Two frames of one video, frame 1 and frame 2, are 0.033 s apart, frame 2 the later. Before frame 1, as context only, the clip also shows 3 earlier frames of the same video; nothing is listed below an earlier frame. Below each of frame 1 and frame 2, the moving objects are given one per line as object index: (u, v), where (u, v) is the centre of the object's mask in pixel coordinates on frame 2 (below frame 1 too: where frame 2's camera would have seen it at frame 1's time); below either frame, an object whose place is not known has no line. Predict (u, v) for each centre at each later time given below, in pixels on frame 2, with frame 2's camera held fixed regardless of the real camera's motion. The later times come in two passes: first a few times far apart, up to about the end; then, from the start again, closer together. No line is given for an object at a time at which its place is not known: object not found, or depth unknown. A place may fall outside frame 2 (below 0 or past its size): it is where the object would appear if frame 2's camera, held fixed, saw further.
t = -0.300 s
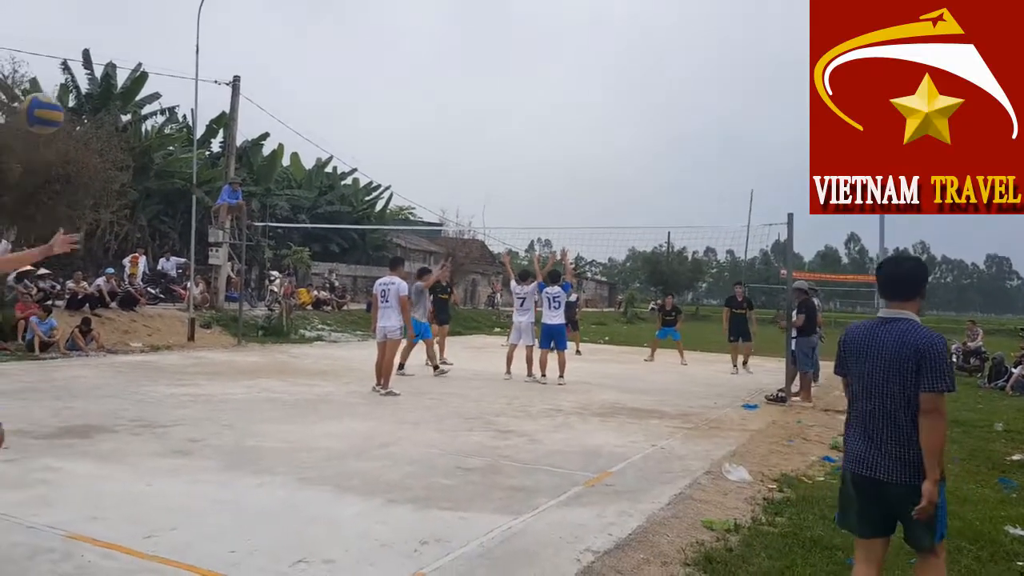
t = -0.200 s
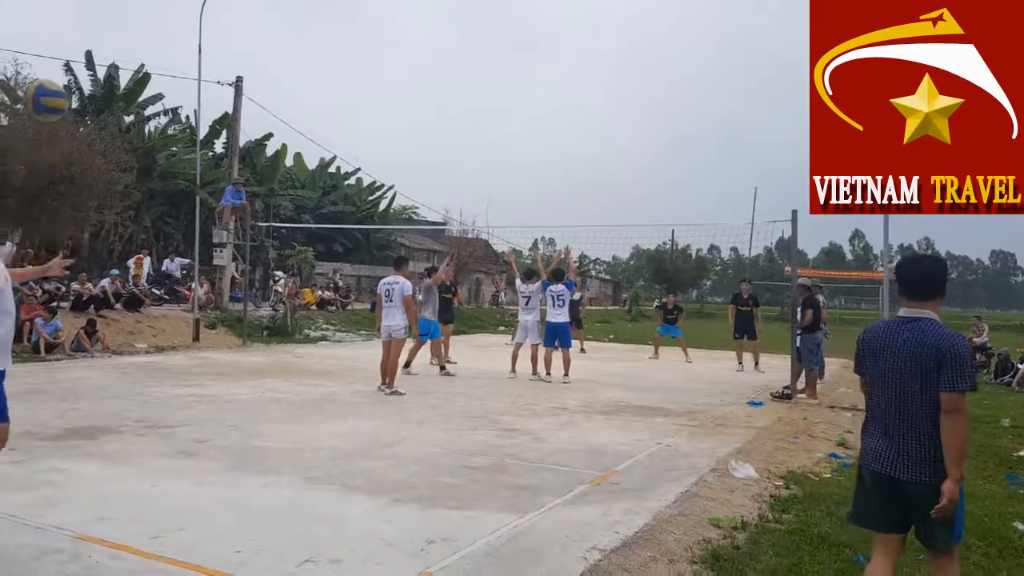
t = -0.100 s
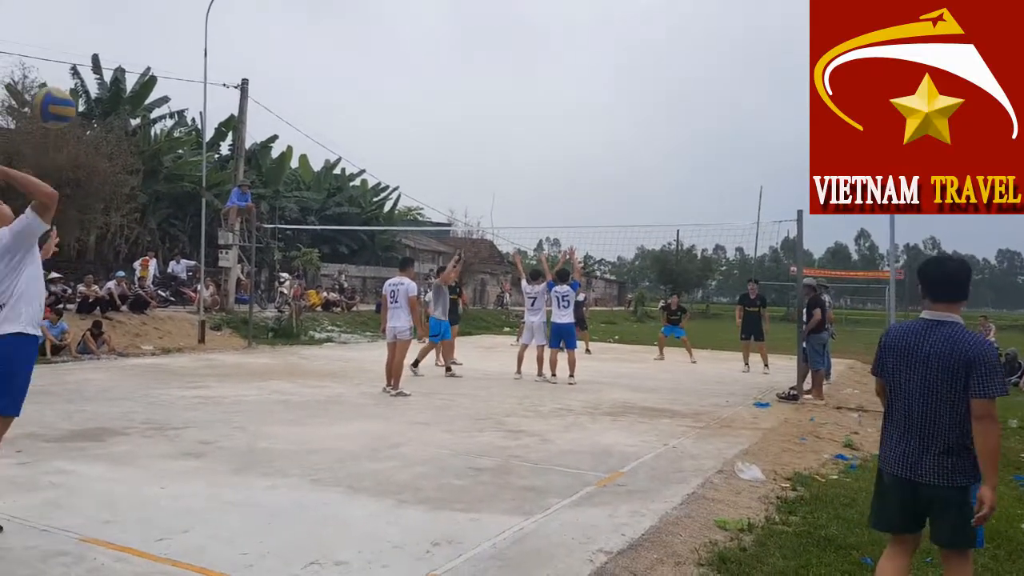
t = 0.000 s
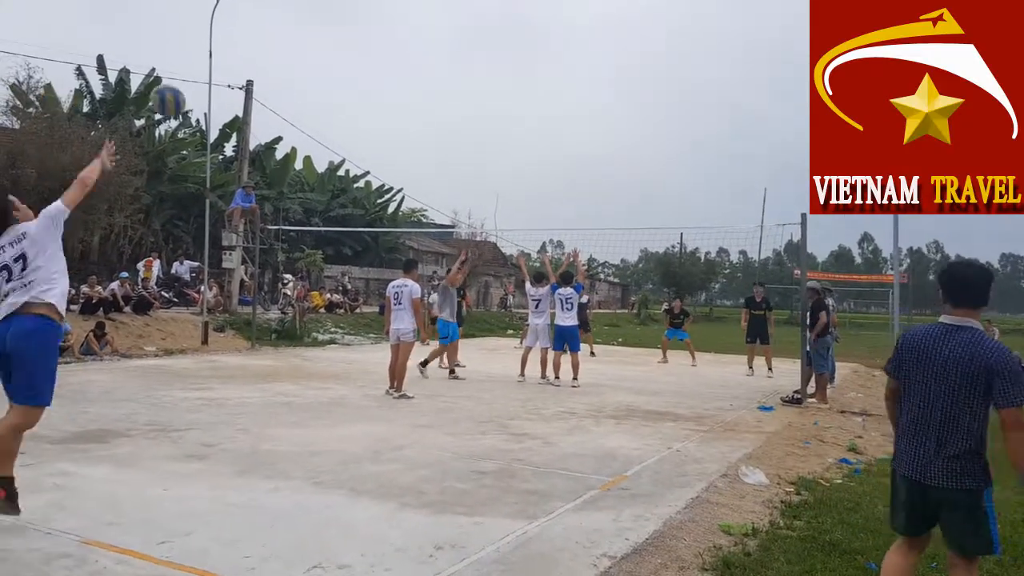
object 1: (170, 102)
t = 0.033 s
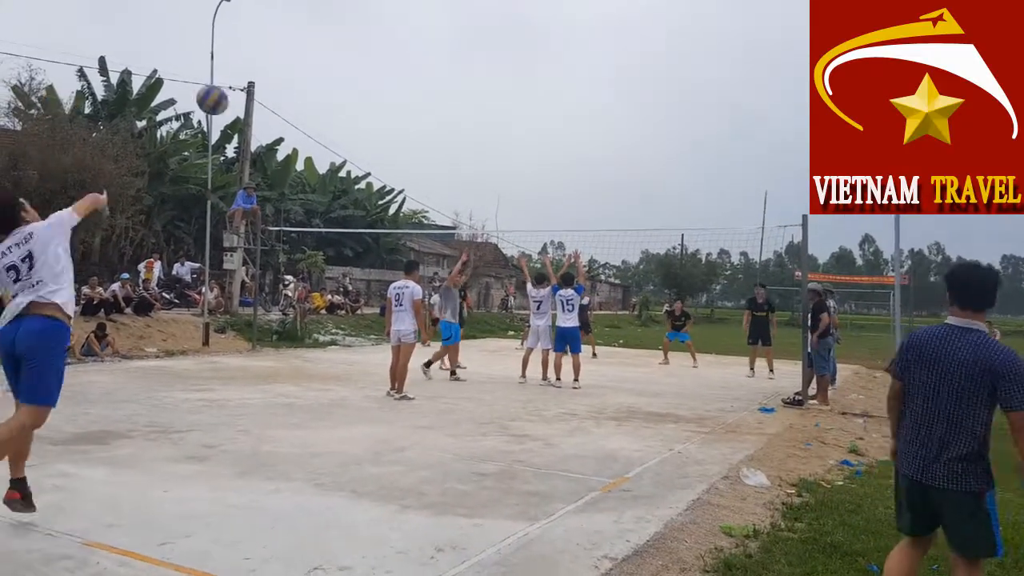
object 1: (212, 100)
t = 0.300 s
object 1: (396, 129)
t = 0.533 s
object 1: (459, 180)
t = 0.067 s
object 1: (248, 100)
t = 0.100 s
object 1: (279, 101)
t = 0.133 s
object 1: (306, 103)
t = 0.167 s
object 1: (330, 107)
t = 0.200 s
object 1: (350, 112)
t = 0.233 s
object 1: (367, 117)
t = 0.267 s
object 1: (383, 123)
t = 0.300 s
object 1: (396, 129)
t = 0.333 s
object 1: (408, 135)
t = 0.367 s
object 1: (419, 142)
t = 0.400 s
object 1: (428, 149)
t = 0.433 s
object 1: (438, 156)
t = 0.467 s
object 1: (445, 164)
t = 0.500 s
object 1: (452, 172)
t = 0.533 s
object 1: (459, 180)
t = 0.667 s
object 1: (480, 213)
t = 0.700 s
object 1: (484, 221)
